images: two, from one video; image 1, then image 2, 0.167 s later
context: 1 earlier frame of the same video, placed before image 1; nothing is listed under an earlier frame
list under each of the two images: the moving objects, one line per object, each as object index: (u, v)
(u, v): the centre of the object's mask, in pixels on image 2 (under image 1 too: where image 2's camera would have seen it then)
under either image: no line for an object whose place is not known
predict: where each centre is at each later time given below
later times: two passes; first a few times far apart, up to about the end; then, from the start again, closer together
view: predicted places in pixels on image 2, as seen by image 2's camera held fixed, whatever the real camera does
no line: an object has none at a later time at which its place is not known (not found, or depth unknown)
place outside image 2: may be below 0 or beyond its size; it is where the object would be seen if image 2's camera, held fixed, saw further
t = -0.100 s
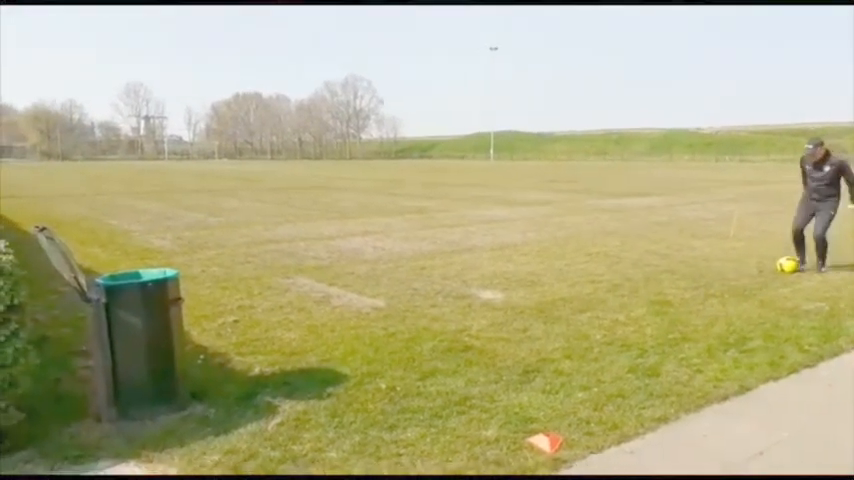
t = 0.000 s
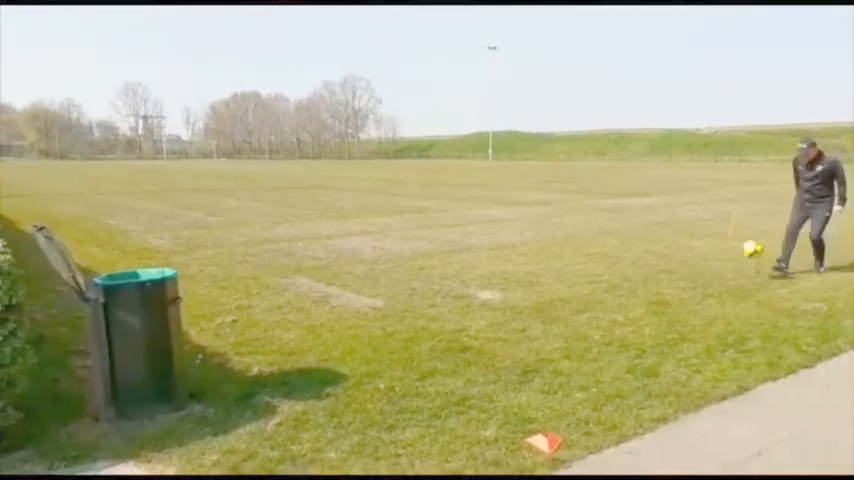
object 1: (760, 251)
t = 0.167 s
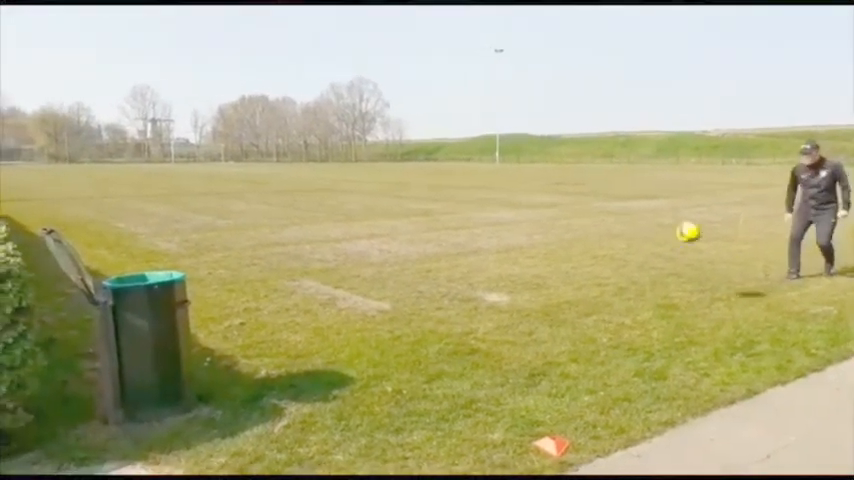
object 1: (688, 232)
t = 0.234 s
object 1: (654, 229)
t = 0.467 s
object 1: (491, 257)
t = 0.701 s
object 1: (226, 387)
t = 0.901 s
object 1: (9, 393)
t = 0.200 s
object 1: (671, 231)
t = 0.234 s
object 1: (654, 229)
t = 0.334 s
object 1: (591, 233)
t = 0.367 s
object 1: (568, 237)
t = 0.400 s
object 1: (544, 242)
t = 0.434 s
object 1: (518, 249)
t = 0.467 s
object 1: (491, 257)
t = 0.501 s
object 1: (461, 266)
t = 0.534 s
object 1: (429, 279)
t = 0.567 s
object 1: (396, 294)
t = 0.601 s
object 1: (358, 312)
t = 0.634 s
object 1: (317, 333)
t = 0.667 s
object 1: (273, 358)
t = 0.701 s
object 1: (226, 387)
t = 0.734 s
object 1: (171, 422)
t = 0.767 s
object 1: (136, 424)
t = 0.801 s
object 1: (107, 414)
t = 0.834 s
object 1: (77, 406)
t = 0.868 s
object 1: (44, 399)
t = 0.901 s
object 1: (9, 393)
